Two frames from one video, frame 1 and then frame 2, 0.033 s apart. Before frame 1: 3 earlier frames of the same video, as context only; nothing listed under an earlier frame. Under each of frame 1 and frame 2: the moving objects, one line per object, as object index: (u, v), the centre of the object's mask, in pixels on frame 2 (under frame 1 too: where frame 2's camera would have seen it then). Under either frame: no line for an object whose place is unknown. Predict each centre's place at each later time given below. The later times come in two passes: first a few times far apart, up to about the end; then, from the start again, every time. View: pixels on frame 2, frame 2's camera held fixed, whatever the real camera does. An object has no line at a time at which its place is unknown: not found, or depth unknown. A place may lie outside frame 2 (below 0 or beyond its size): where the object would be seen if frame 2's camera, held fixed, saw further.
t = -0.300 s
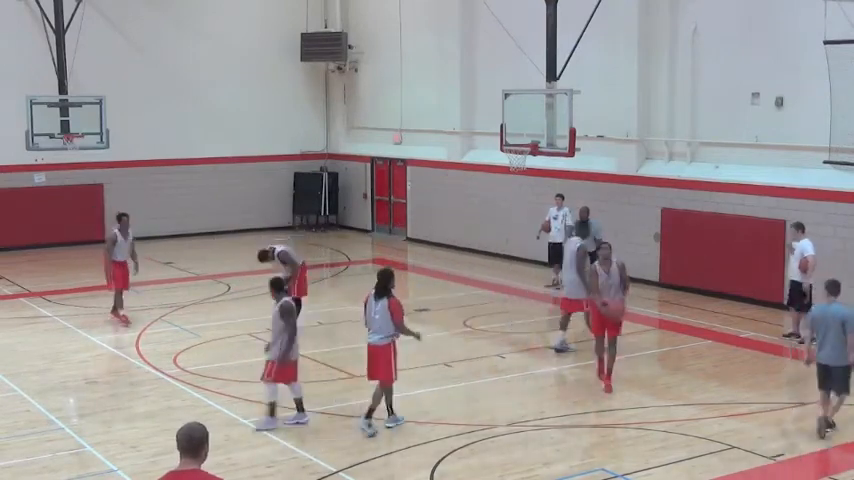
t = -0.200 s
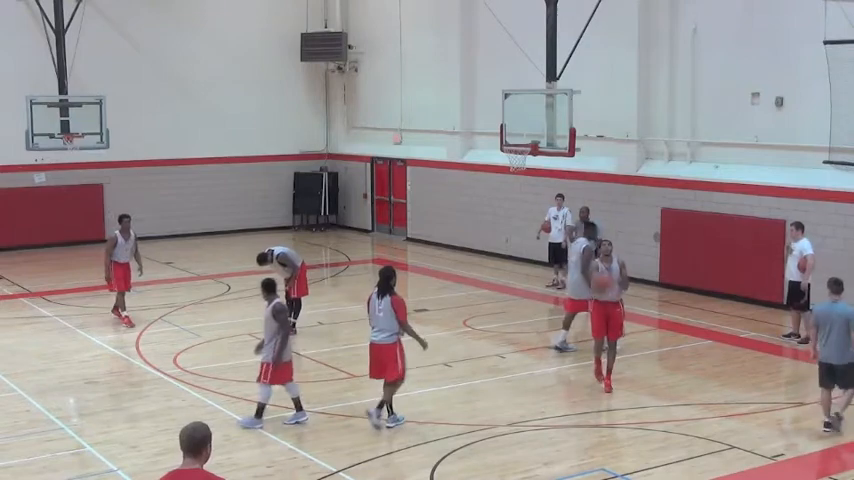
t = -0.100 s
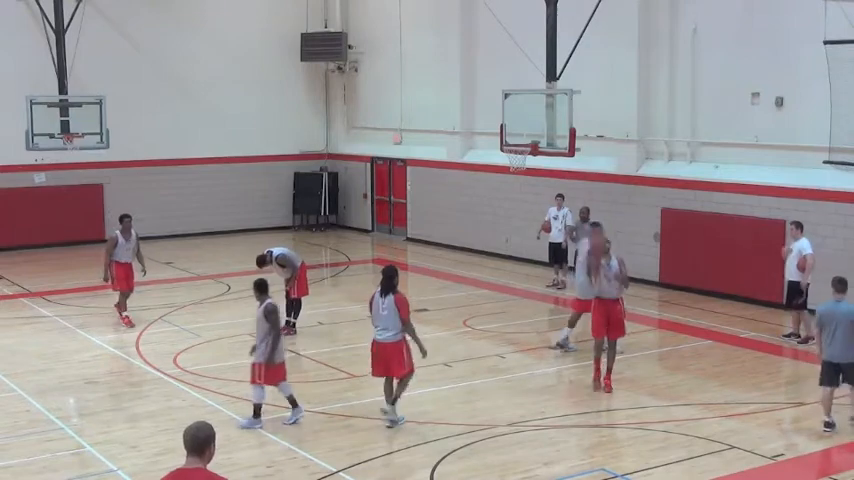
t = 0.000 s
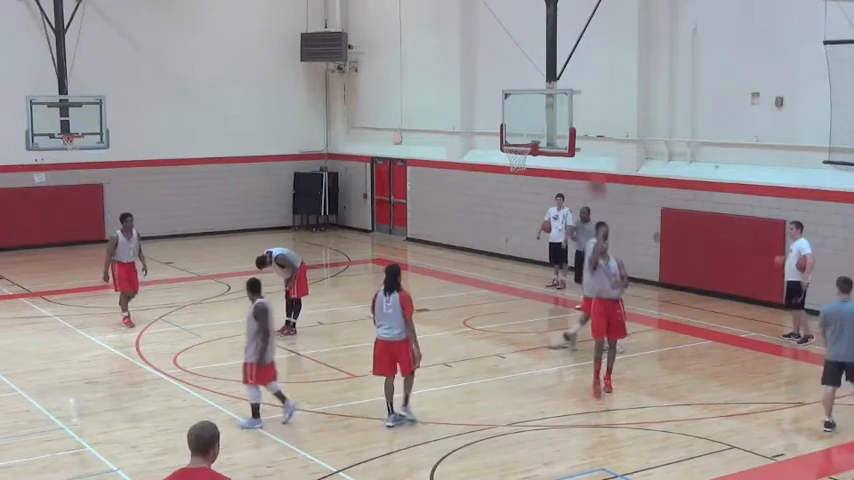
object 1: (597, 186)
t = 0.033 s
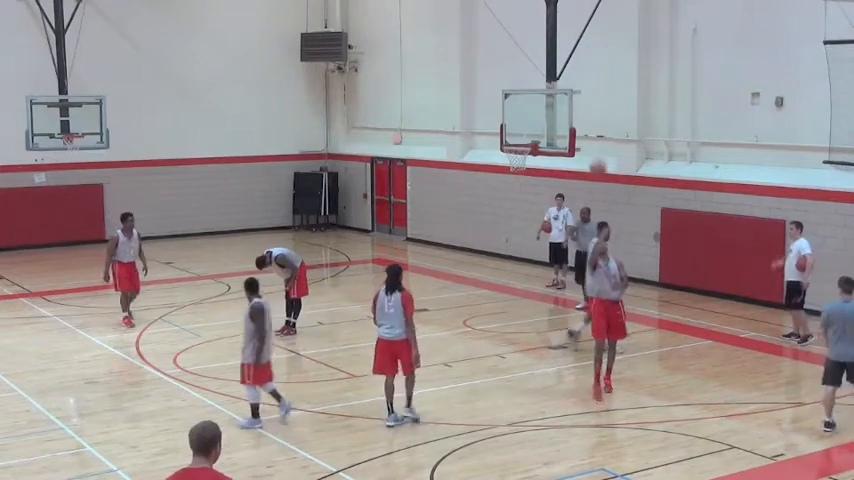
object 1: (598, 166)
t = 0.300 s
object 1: (601, 75)
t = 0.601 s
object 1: (604, 38)
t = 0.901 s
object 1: (606, 61)
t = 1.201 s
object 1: (608, 134)
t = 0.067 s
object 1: (598, 154)
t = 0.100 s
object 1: (599, 140)
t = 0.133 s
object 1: (599, 126)
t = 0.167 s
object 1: (600, 114)
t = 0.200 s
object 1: (600, 103)
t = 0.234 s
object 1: (601, 92)
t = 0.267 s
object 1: (600, 83)
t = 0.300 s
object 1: (601, 75)
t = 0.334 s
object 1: (602, 67)
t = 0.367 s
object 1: (602, 61)
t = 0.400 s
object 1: (602, 55)
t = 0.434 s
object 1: (603, 50)
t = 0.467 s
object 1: (603, 46)
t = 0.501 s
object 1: (603, 43)
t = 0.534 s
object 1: (604, 40)
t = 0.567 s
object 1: (604, 39)
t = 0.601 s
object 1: (604, 38)
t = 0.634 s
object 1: (604, 38)
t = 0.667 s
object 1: (604, 38)
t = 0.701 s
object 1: (605, 39)
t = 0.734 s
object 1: (605, 41)
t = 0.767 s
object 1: (605, 44)
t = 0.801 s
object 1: (605, 47)
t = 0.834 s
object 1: (606, 51)
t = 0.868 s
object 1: (606, 56)
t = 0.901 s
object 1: (606, 61)
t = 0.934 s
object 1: (606, 67)
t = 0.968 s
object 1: (606, 73)
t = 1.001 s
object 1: (607, 80)
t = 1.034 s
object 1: (607, 87)
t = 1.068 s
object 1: (607, 95)
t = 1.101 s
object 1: (607, 104)
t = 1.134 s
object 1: (607, 114)
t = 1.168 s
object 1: (608, 123)
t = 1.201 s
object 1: (608, 134)
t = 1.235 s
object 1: (608, 144)
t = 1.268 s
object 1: (608, 155)
